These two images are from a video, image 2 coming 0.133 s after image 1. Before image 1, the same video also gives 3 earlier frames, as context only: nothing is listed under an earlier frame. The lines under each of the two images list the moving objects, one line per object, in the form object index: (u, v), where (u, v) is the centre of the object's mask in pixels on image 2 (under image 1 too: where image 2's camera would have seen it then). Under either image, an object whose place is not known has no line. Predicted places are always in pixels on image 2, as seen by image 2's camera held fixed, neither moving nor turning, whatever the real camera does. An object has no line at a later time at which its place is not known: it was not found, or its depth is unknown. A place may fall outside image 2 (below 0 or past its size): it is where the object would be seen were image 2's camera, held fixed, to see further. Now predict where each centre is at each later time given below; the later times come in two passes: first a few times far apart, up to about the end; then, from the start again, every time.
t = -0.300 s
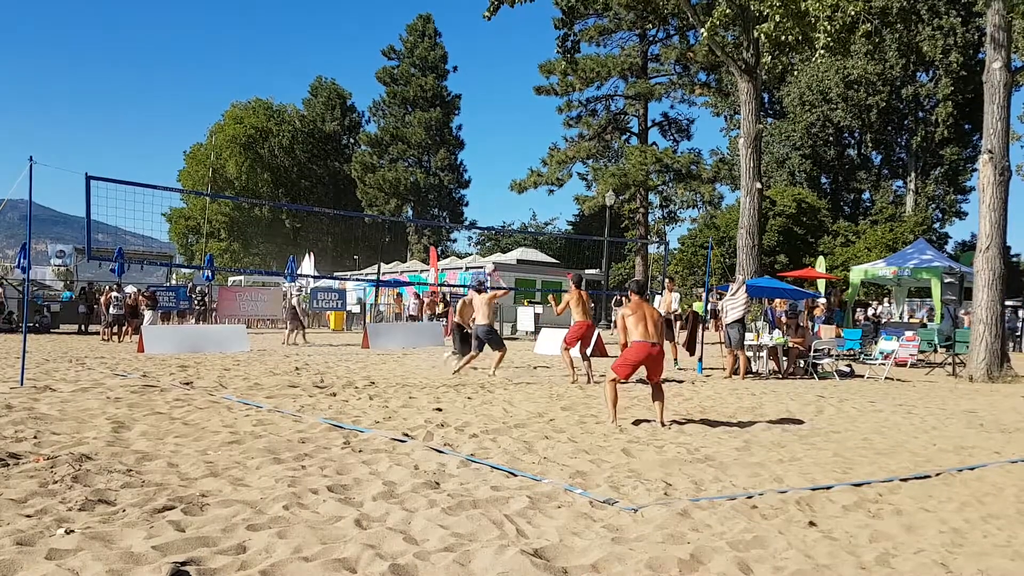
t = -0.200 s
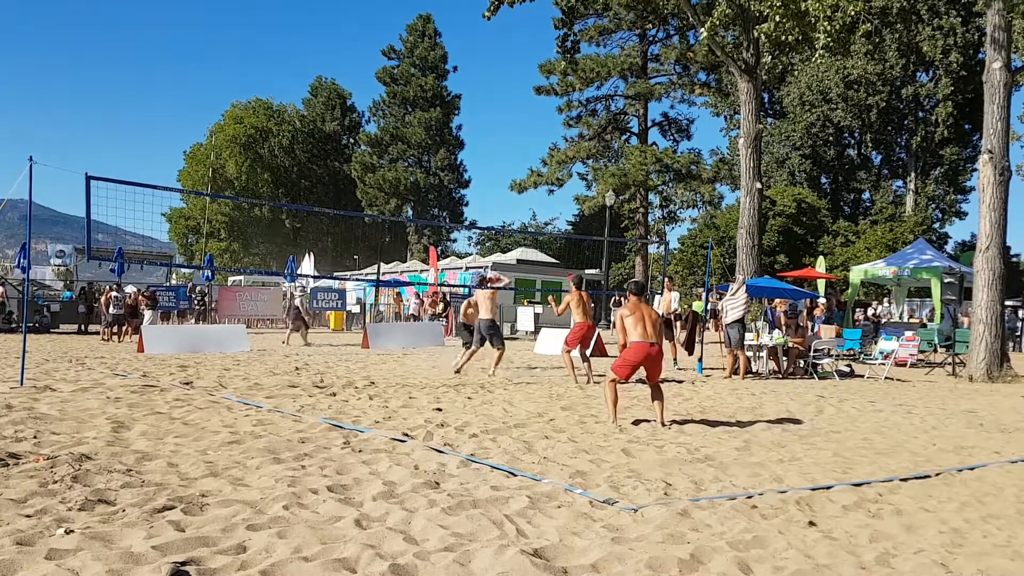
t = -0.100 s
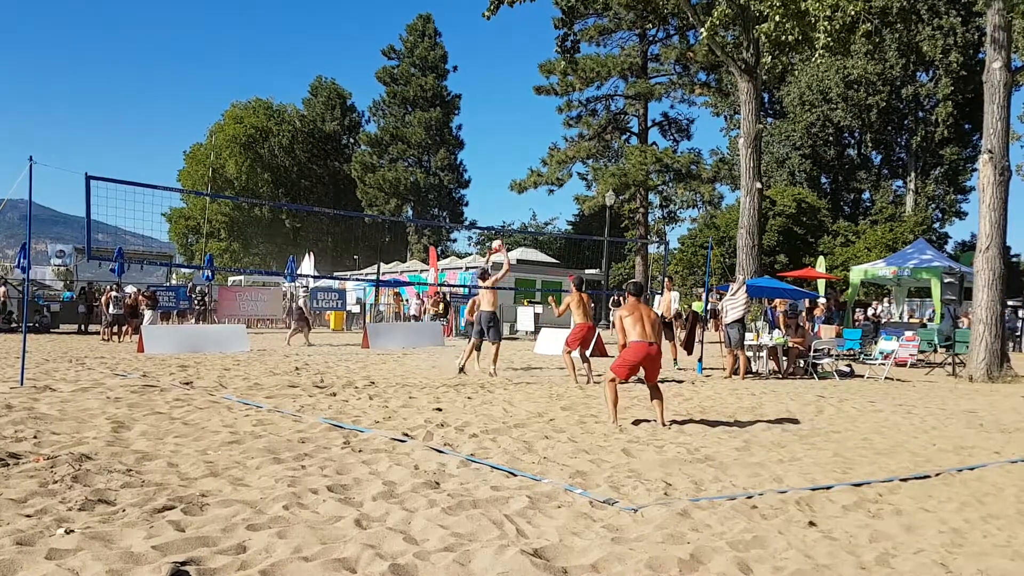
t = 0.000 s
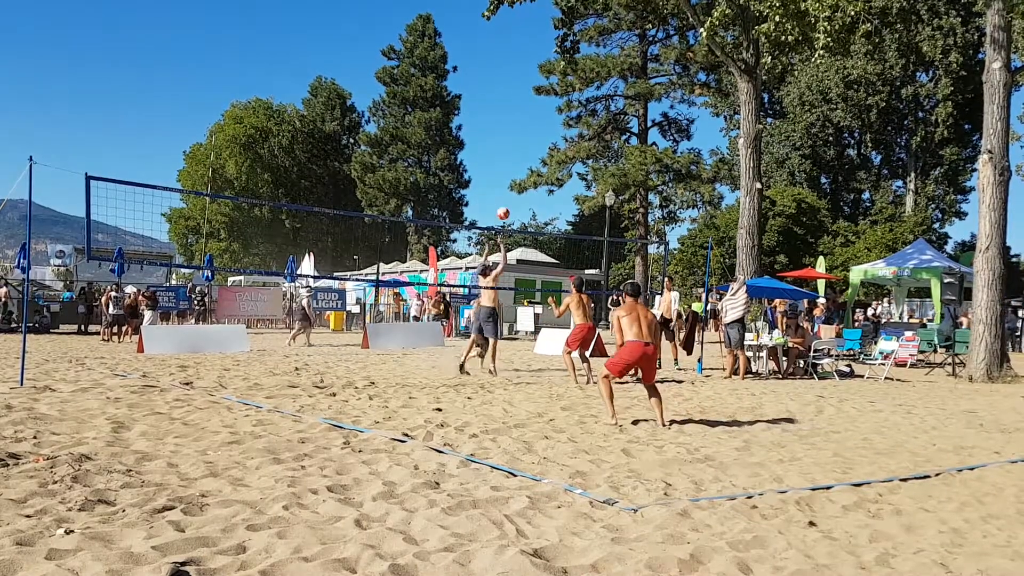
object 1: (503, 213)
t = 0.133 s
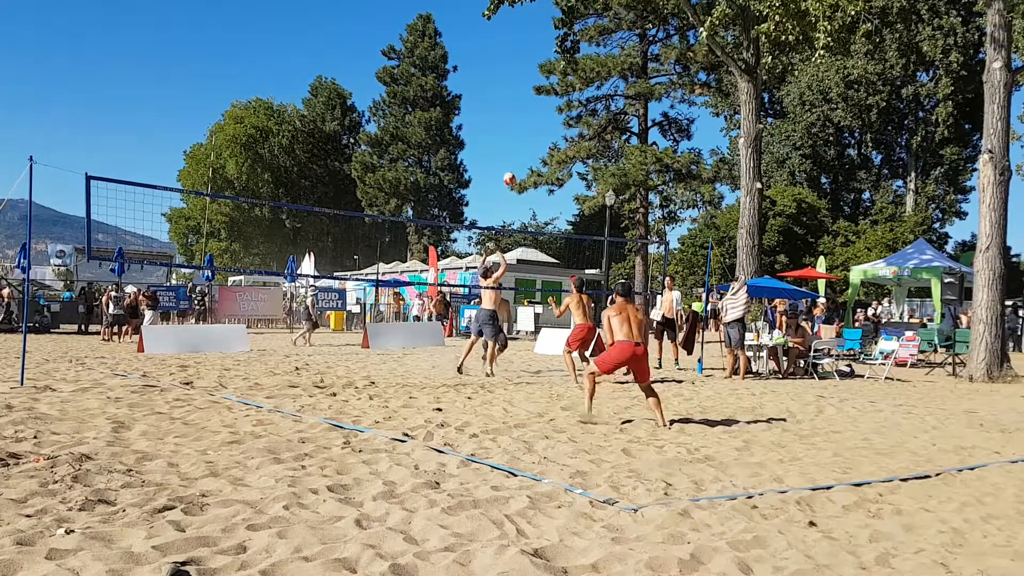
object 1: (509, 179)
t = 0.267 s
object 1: (514, 156)
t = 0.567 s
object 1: (521, 144)
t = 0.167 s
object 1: (510, 172)
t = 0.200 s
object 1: (511, 166)
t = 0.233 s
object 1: (513, 160)
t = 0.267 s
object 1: (514, 156)
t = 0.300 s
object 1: (515, 152)
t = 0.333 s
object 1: (516, 148)
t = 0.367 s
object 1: (517, 146)
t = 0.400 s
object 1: (518, 144)
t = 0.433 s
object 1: (518, 142)
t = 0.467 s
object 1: (519, 142)
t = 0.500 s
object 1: (520, 142)
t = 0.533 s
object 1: (521, 142)
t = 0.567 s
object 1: (521, 144)
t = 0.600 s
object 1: (522, 145)
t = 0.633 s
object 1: (523, 148)
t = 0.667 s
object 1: (523, 151)
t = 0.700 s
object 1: (524, 155)
